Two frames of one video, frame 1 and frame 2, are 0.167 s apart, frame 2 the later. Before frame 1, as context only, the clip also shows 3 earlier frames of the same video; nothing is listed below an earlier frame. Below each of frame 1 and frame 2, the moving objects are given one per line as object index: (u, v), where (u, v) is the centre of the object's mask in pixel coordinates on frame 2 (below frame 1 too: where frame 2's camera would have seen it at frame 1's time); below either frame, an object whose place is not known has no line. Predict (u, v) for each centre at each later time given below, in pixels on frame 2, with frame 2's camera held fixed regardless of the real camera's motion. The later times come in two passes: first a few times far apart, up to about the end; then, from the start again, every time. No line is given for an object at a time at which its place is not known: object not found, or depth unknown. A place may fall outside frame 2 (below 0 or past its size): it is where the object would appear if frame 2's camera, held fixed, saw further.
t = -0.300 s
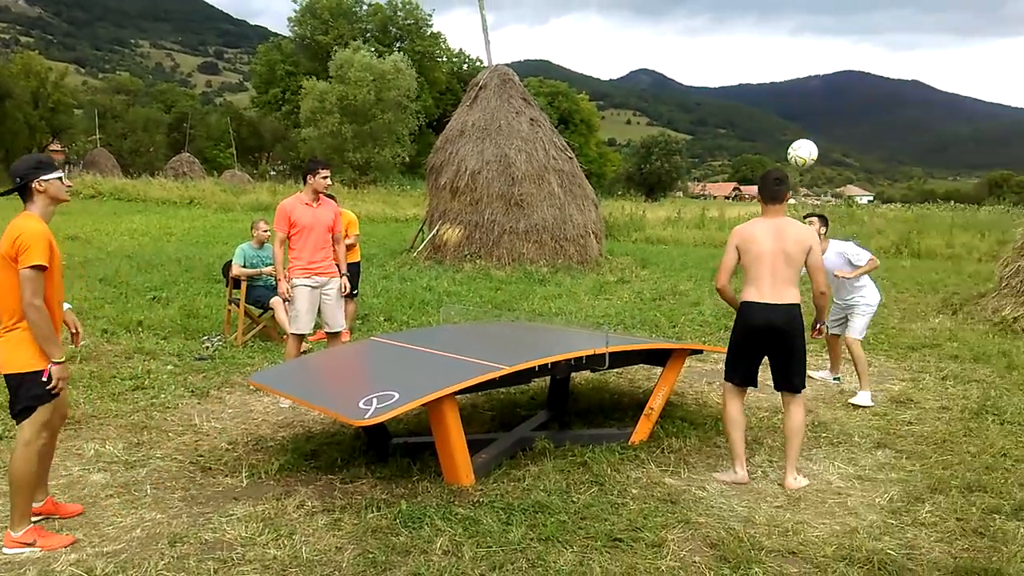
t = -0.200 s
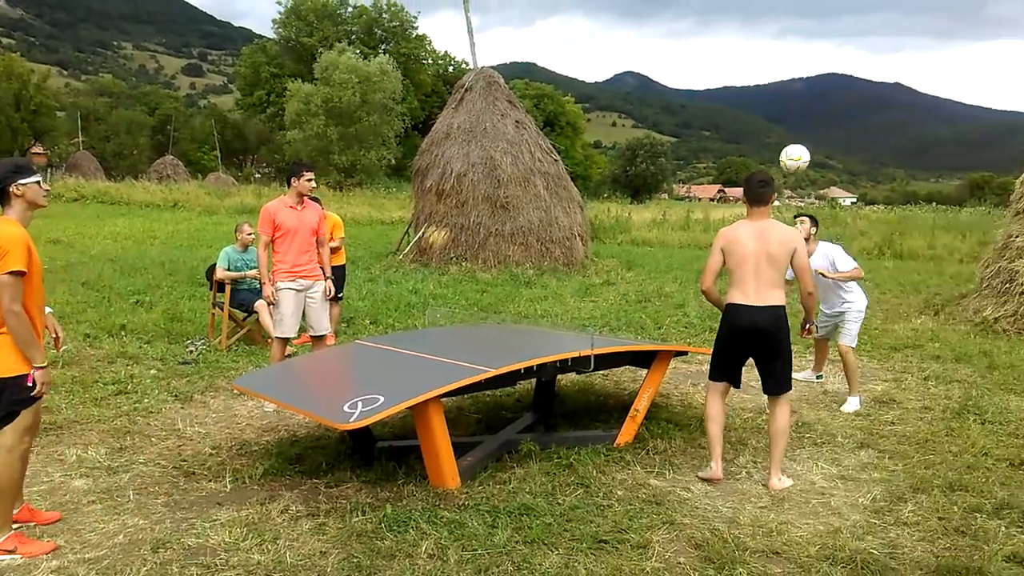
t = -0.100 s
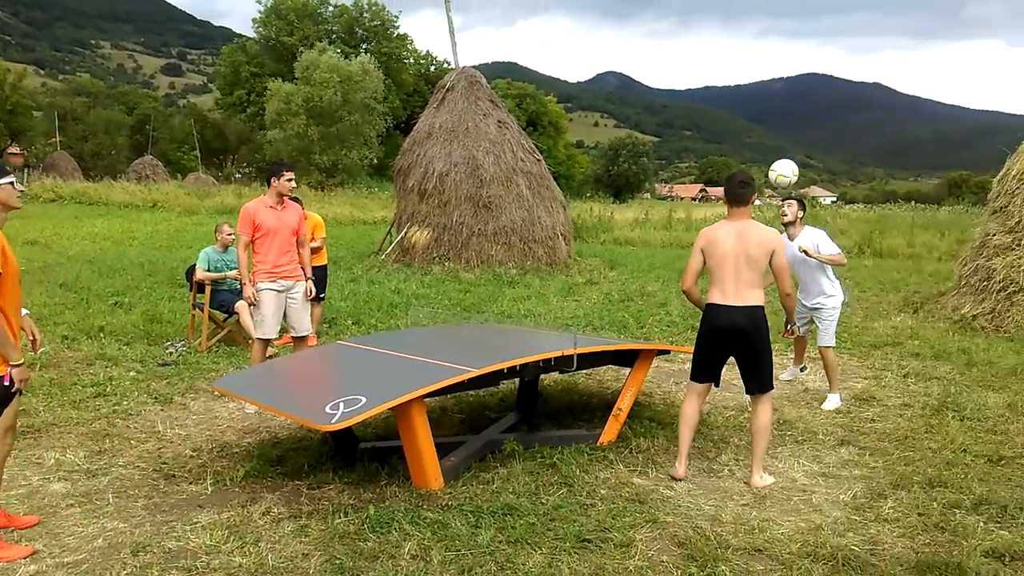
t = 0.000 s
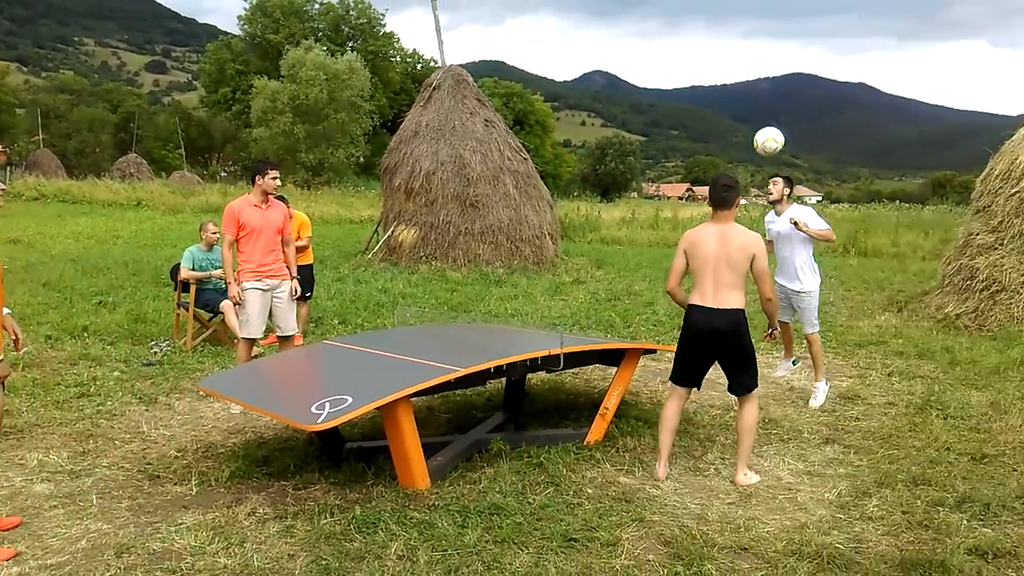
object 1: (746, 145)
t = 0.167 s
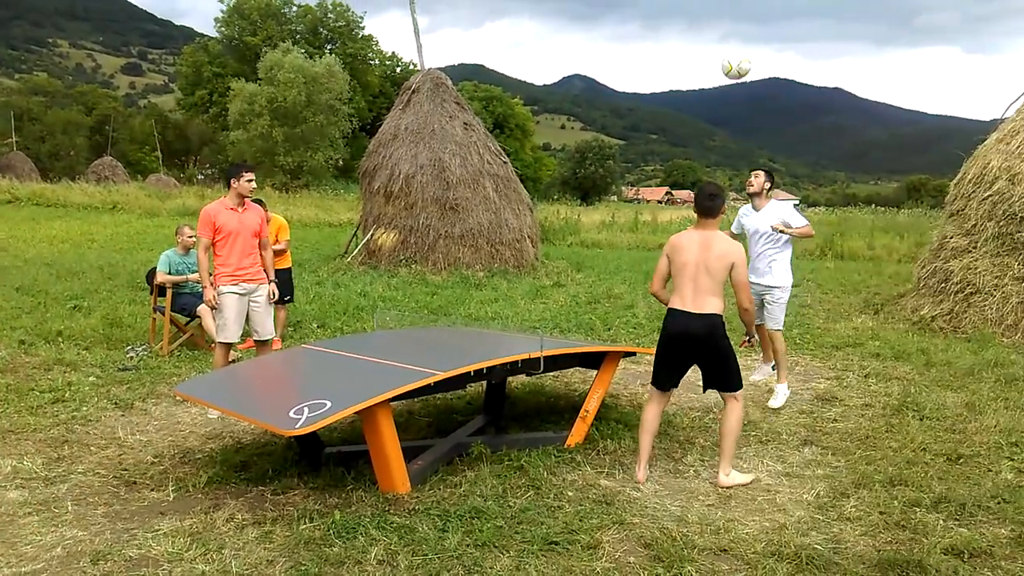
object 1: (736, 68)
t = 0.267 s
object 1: (730, 31)
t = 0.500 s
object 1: (711, 8)
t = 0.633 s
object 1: (699, 21)
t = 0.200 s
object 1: (733, 52)
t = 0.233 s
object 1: (731, 40)
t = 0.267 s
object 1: (730, 31)
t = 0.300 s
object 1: (727, 22)
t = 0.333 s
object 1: (725, 15)
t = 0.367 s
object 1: (722, 11)
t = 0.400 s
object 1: (719, 9)
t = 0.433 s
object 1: (716, 8)
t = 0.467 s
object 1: (714, 7)
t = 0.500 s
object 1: (711, 8)
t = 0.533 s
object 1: (708, 8)
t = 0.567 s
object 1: (706, 11)
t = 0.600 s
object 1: (702, 14)
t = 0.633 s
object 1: (699, 21)
